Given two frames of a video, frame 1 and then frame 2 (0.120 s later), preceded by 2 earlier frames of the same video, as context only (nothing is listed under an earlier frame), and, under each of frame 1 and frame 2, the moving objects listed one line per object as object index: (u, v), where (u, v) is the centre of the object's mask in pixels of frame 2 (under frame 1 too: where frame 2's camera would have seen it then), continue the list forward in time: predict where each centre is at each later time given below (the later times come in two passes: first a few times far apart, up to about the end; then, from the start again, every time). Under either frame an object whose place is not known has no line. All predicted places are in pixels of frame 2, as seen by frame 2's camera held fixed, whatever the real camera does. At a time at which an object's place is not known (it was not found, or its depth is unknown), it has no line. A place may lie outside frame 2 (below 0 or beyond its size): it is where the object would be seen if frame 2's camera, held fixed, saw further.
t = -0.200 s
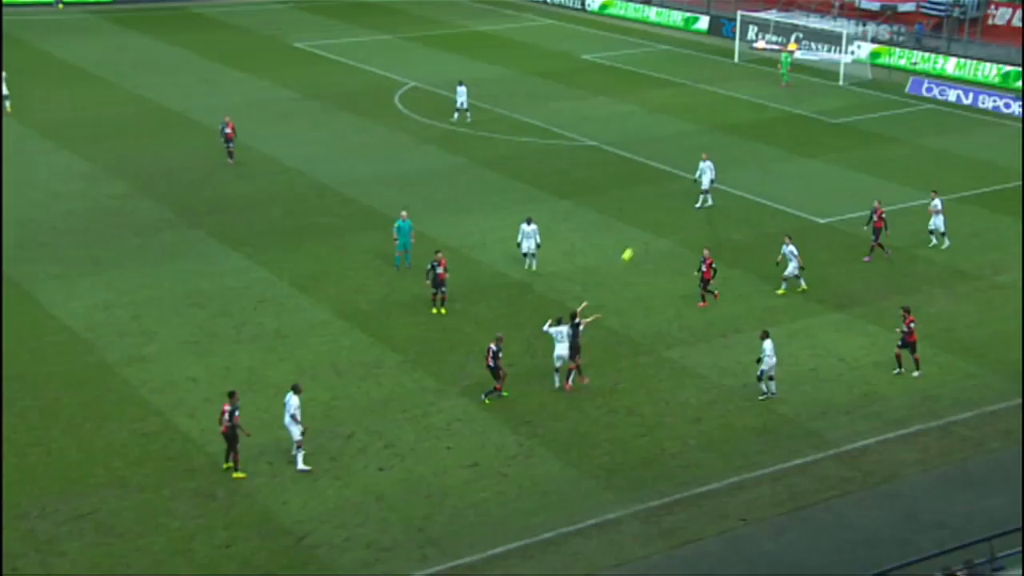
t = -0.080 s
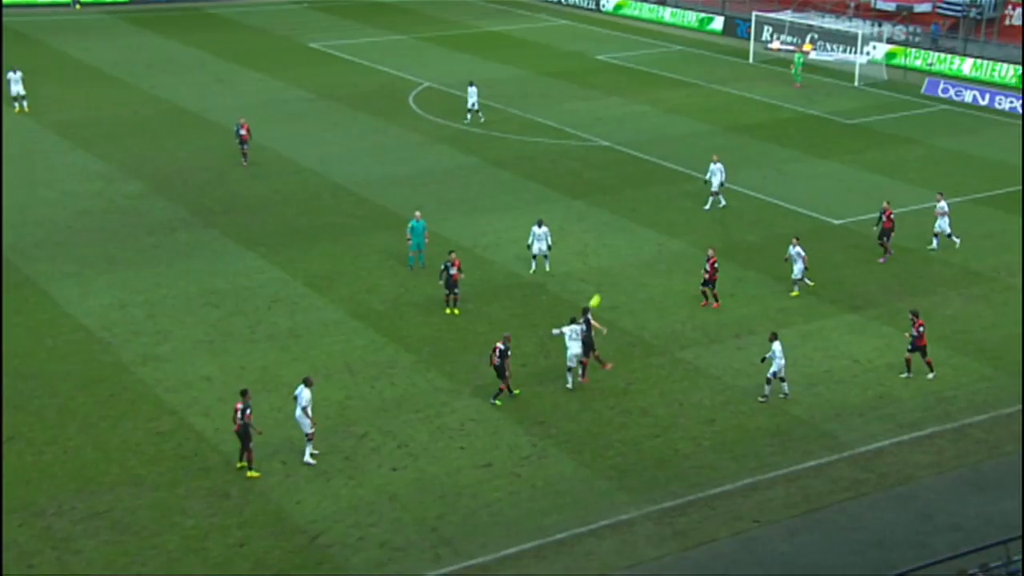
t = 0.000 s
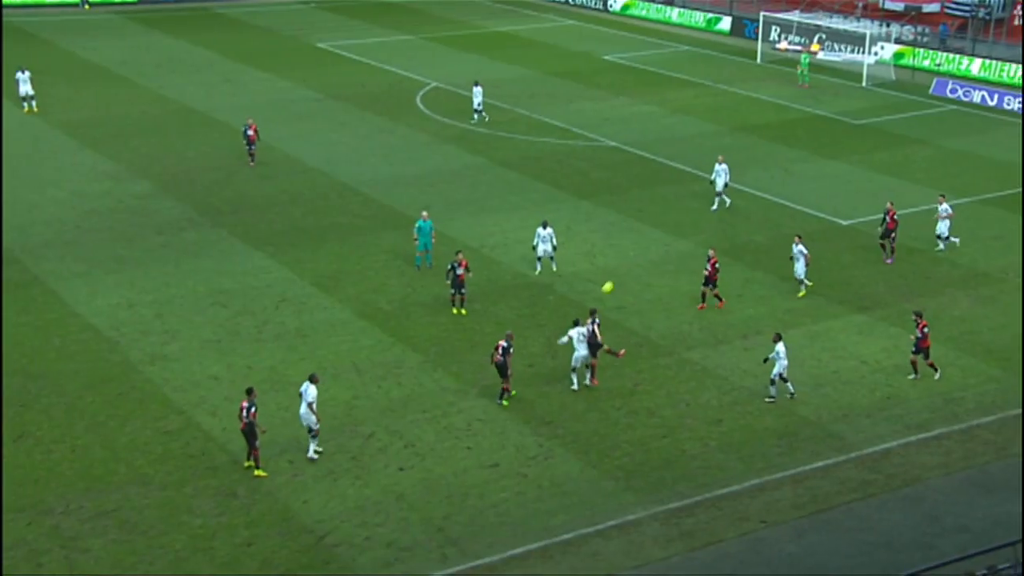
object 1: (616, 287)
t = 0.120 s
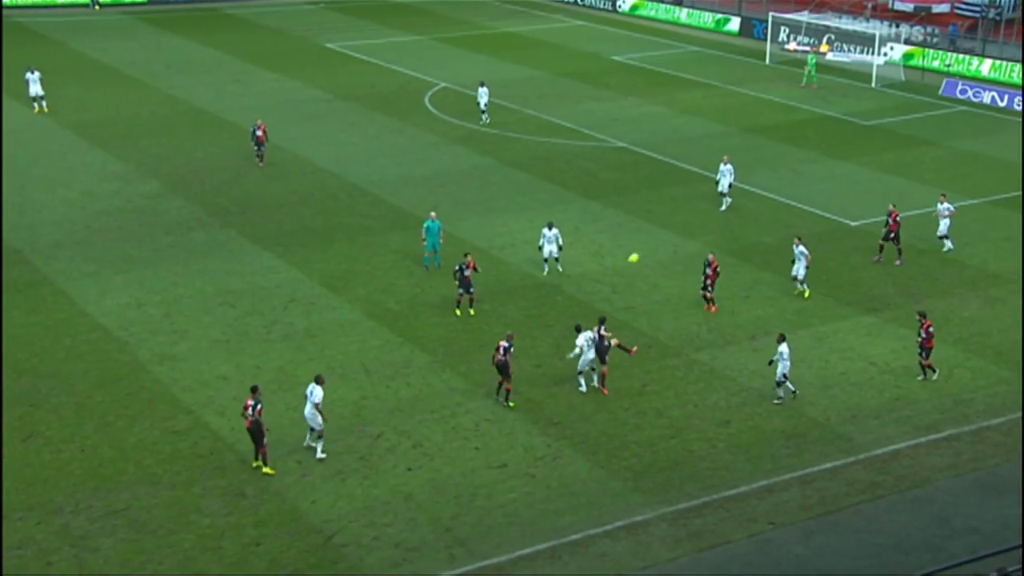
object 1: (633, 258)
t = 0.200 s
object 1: (644, 242)
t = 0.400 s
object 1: (668, 215)
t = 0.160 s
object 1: (639, 250)
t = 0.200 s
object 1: (644, 242)
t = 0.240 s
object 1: (649, 235)
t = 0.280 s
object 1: (654, 229)
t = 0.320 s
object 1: (659, 223)
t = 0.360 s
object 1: (664, 219)
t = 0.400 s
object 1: (668, 215)
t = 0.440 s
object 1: (673, 211)
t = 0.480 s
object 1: (677, 208)
